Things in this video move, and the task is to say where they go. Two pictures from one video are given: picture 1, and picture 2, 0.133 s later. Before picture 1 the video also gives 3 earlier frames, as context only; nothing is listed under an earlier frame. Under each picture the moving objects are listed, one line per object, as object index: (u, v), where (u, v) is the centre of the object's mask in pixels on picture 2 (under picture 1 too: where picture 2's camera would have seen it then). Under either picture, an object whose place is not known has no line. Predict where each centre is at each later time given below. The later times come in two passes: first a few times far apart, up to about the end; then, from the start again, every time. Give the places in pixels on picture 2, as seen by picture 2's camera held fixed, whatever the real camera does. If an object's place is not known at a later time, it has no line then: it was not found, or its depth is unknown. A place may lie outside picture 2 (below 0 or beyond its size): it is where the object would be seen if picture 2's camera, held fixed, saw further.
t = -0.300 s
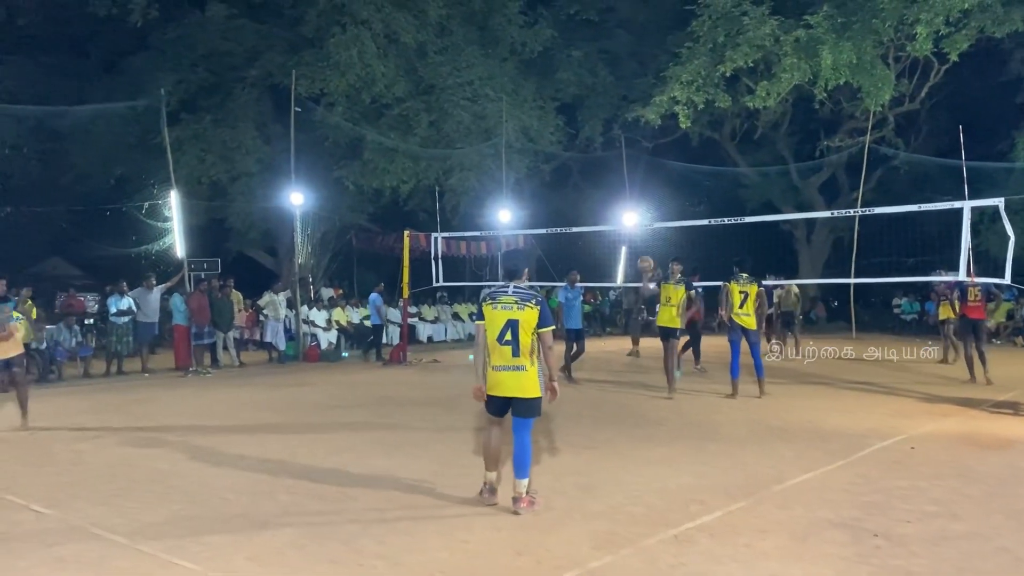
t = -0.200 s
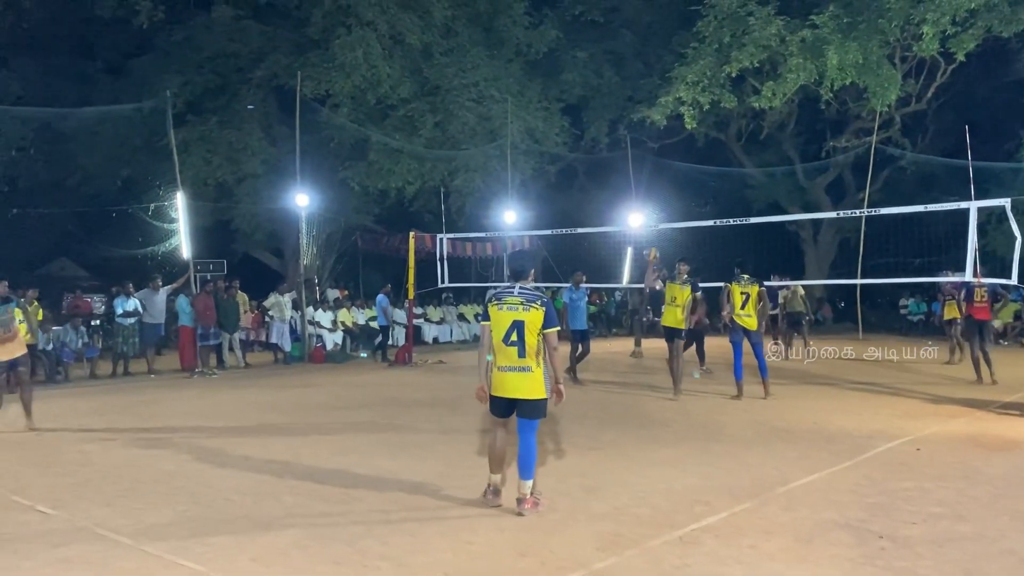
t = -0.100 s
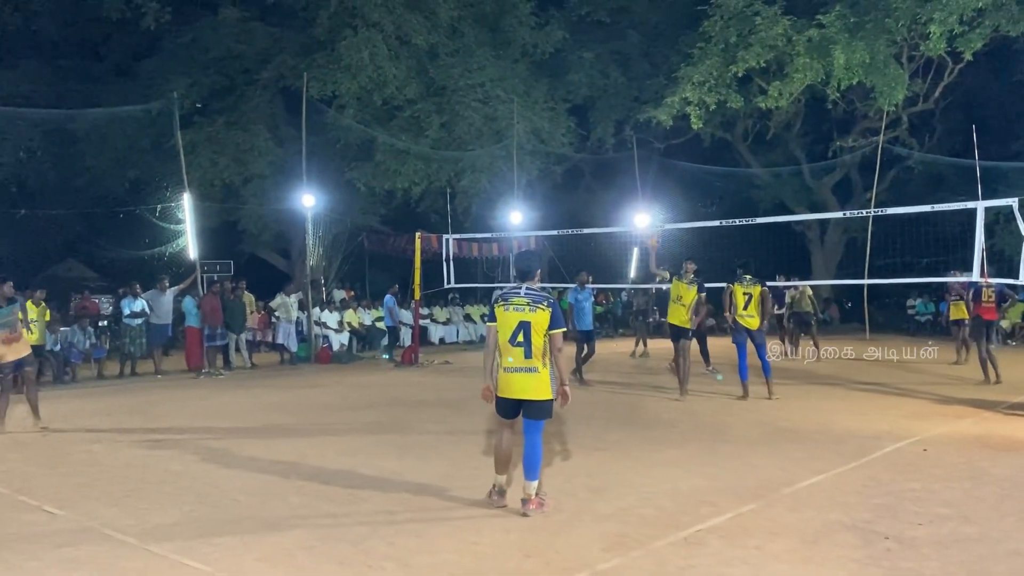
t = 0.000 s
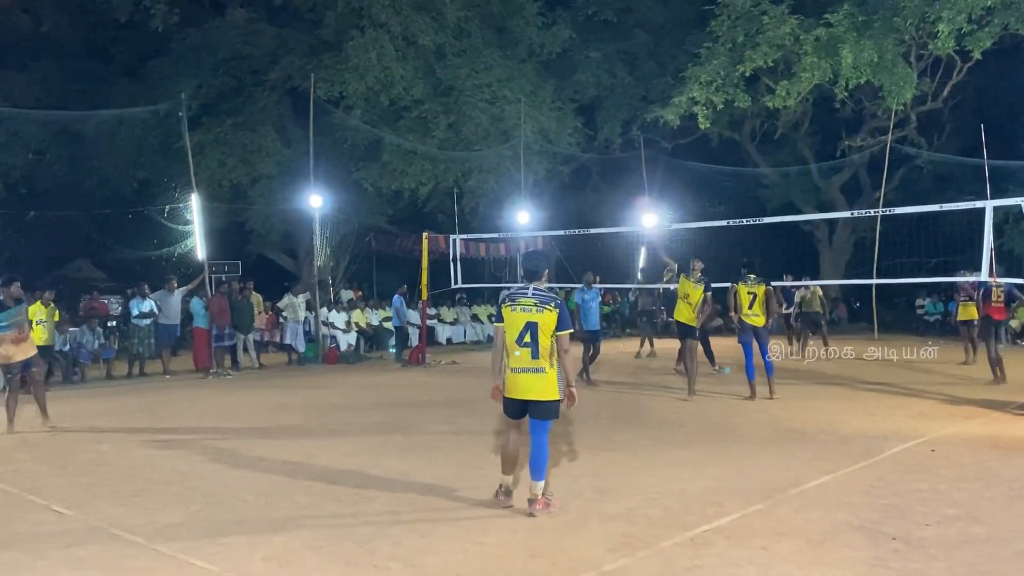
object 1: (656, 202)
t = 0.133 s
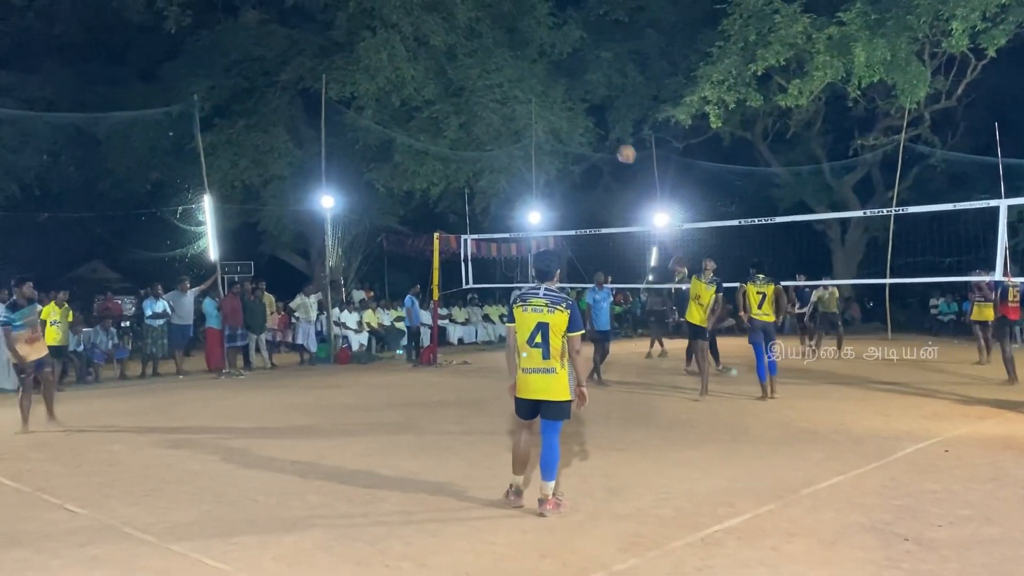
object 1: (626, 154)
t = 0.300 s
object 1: (584, 101)
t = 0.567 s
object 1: (494, 50)
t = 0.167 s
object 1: (618, 143)
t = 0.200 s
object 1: (610, 131)
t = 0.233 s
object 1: (602, 121)
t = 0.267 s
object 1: (594, 110)
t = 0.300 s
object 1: (584, 101)
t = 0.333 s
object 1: (575, 93)
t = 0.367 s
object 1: (565, 84)
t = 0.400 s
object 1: (555, 76)
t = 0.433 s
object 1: (544, 69)
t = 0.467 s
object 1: (532, 63)
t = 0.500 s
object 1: (520, 57)
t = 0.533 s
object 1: (507, 53)
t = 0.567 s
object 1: (494, 50)
